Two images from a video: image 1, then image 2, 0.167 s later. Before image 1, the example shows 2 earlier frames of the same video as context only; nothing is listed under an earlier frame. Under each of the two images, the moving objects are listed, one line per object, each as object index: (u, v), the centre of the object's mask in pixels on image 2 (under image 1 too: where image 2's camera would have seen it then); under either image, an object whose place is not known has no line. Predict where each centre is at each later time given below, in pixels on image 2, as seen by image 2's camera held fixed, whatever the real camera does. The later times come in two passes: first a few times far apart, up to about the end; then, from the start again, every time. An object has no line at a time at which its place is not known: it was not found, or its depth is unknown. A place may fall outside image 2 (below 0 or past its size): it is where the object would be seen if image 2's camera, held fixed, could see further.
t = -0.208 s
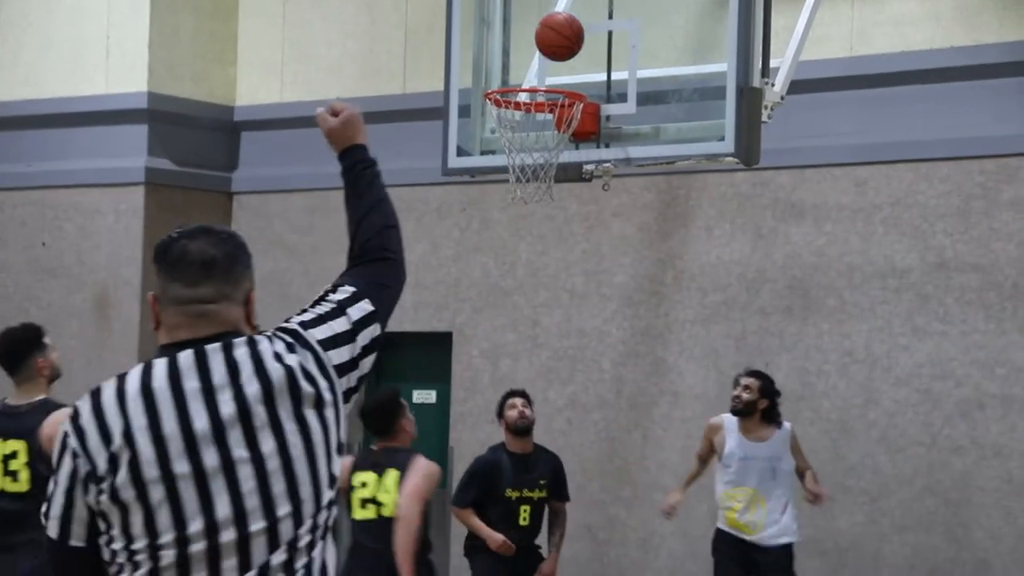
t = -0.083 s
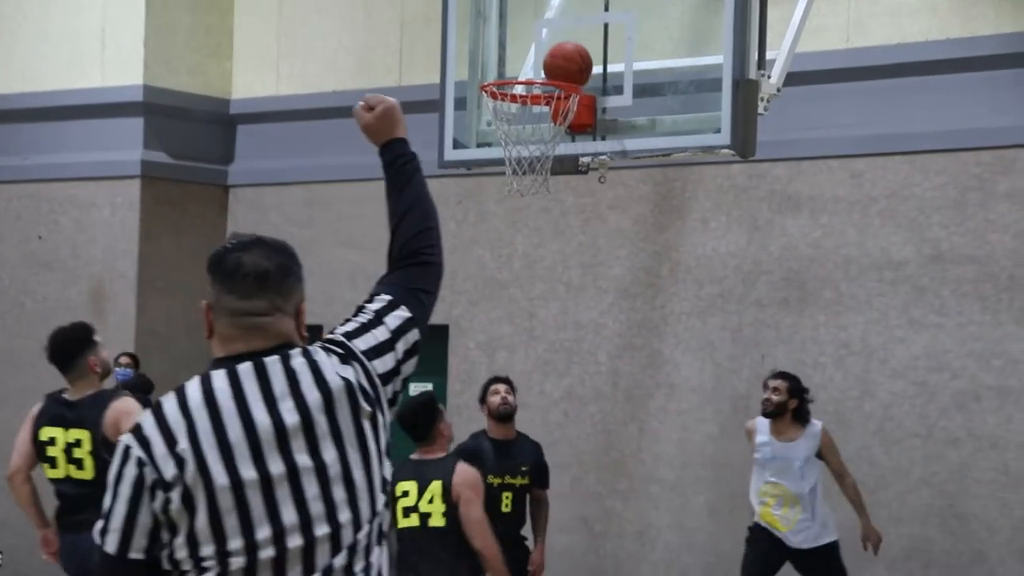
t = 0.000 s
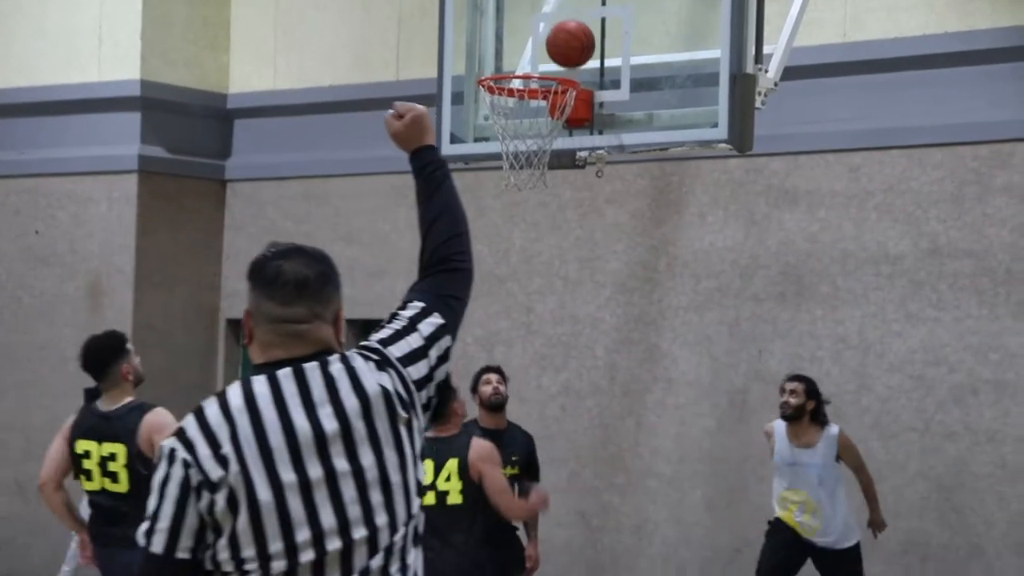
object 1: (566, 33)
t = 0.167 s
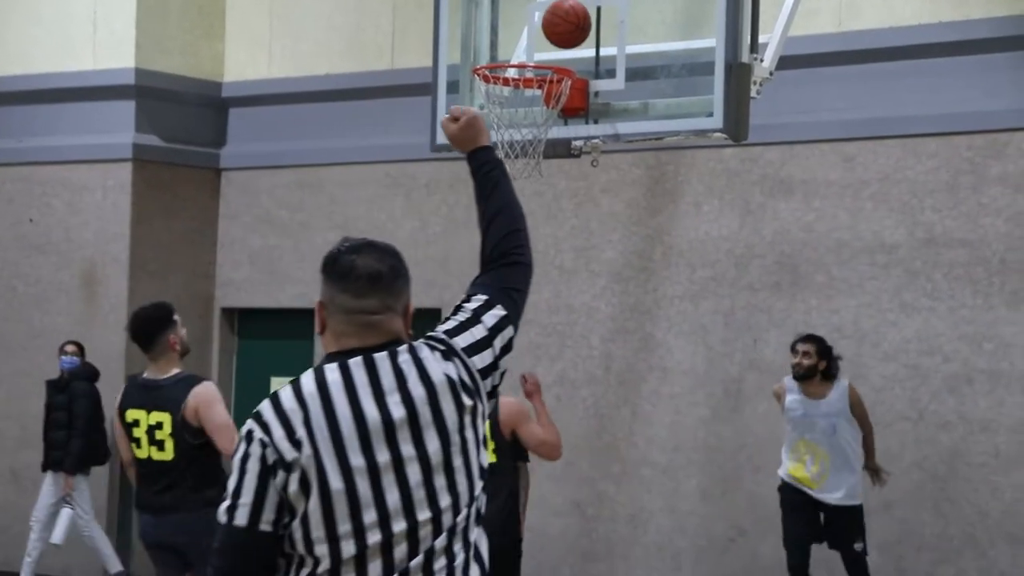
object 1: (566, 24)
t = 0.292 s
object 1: (564, 48)
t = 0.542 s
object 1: (559, 39)
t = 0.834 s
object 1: (517, 62)
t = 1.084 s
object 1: (493, 141)
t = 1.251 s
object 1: (495, 217)
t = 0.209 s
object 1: (565, 30)
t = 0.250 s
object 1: (564, 40)
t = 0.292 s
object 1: (564, 48)
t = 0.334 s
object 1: (563, 41)
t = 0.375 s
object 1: (562, 34)
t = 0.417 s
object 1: (562, 32)
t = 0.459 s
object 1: (561, 33)
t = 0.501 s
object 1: (560, 35)
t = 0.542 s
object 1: (559, 39)
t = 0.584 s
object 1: (558, 45)
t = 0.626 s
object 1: (555, 47)
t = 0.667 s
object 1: (547, 44)
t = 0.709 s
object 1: (540, 45)
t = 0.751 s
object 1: (532, 46)
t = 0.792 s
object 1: (525, 48)
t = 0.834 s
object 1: (517, 62)
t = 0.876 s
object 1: (509, 84)
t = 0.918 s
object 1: (501, 95)
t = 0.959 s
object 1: (496, 111)
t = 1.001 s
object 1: (492, 122)
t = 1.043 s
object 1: (492, 130)
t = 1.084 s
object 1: (493, 141)
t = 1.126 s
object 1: (493, 154)
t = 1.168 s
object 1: (494, 173)
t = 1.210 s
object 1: (495, 192)
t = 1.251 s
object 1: (495, 217)
